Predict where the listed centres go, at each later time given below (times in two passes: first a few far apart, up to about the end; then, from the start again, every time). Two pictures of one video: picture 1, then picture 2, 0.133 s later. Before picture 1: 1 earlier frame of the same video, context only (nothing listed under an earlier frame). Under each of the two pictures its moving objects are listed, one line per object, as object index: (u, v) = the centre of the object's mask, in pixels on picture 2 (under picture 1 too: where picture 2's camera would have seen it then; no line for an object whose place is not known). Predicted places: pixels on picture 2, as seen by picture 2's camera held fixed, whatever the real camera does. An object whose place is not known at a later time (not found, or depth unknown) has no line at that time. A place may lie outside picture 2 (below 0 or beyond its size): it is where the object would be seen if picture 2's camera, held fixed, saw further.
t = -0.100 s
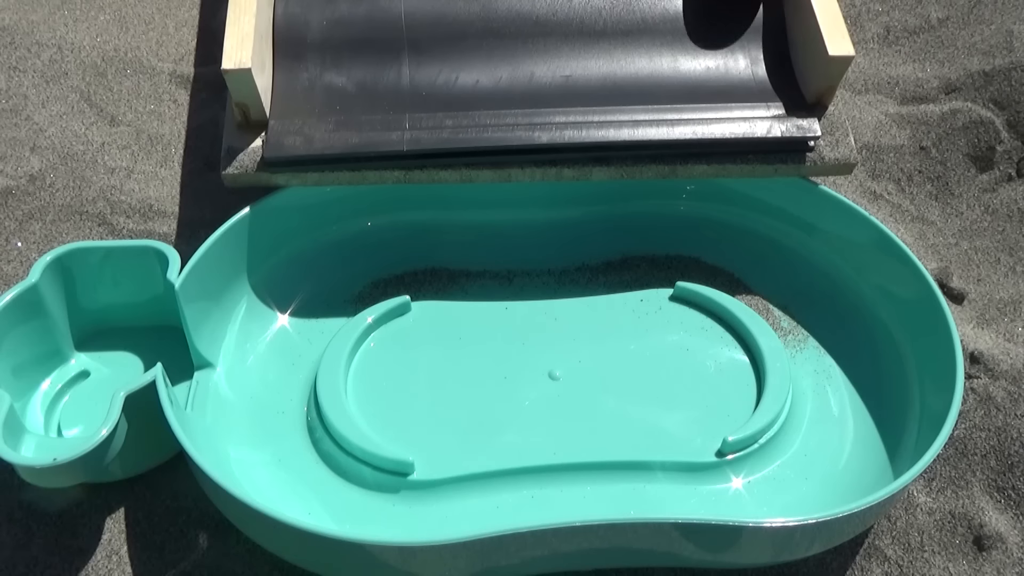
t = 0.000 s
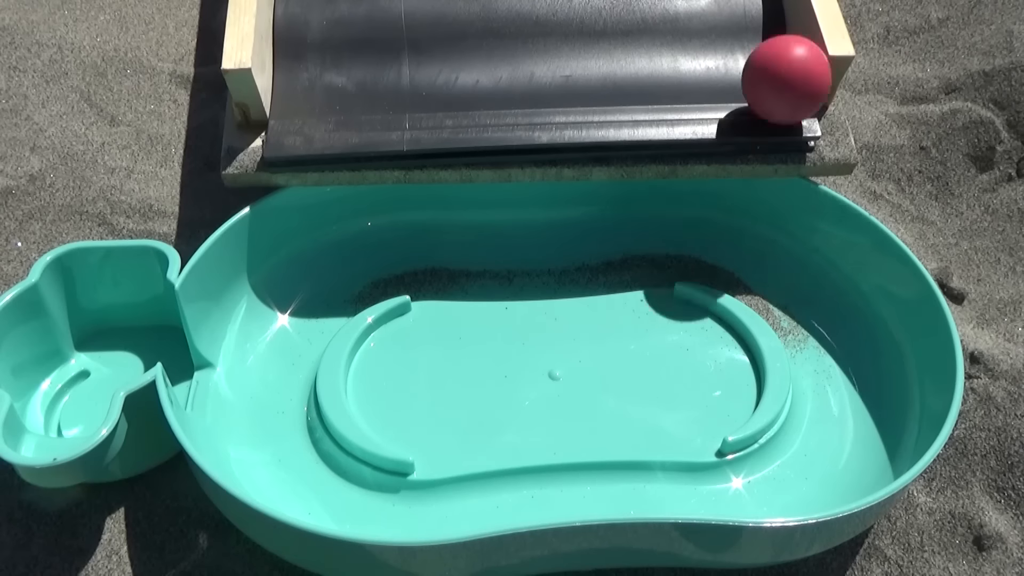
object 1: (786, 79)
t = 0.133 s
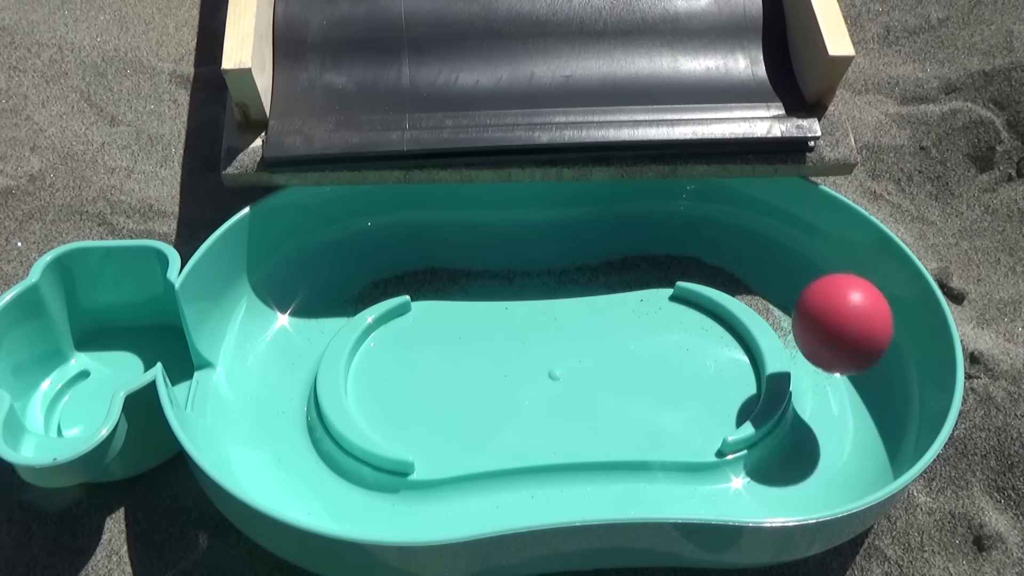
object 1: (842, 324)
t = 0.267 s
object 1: (823, 463)
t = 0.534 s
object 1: (620, 475)
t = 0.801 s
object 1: (516, 485)
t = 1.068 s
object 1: (485, 488)
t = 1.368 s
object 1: (512, 483)
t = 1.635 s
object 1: (572, 478)
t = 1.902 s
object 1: (684, 476)
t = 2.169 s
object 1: (820, 467)
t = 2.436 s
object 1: (852, 346)
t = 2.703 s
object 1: (714, 241)
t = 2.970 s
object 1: (577, 248)
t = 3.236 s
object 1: (487, 247)
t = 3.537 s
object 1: (442, 247)
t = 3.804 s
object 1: (439, 246)
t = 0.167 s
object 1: (841, 424)
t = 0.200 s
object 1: (863, 444)
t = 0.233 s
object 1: (847, 449)
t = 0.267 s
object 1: (823, 463)
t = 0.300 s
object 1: (791, 482)
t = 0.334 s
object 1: (756, 484)
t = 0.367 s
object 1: (728, 478)
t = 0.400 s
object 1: (706, 477)
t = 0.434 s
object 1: (683, 476)
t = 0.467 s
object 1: (660, 475)
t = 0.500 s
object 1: (639, 476)
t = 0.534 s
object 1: (620, 475)
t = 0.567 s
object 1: (602, 476)
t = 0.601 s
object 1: (585, 477)
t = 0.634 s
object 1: (569, 478)
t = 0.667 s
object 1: (555, 479)
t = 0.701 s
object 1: (543, 480)
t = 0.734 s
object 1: (533, 481)
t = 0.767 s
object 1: (524, 483)
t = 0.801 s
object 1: (516, 485)
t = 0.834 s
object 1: (508, 486)
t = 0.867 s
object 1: (502, 488)
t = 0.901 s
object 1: (497, 490)
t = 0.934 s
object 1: (492, 491)
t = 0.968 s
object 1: (488, 491)
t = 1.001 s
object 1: (486, 490)
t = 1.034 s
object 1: (485, 489)
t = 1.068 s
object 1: (485, 488)
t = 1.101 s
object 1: (486, 488)
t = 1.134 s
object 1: (488, 487)
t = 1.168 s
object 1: (490, 487)
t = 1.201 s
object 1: (493, 486)
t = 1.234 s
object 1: (497, 486)
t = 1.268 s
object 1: (502, 485)
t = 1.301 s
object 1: (505, 484)
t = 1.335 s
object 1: (508, 484)
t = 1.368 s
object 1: (512, 483)
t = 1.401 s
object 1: (516, 483)
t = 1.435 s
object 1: (523, 482)
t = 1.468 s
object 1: (529, 481)
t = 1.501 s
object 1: (536, 480)
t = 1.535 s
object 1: (543, 480)
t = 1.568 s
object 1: (552, 480)
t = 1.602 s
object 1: (562, 478)
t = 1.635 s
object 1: (572, 478)
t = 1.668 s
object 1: (584, 477)
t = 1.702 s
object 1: (596, 477)
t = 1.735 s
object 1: (609, 477)
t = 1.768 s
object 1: (623, 476)
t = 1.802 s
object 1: (637, 475)
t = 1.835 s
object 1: (652, 475)
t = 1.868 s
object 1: (668, 476)
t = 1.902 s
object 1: (684, 476)
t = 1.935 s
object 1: (701, 477)
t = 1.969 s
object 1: (718, 478)
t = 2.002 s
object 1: (735, 477)
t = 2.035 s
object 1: (752, 477)
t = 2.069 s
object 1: (769, 476)
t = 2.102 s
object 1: (787, 474)
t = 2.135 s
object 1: (804, 471)
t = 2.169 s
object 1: (820, 467)
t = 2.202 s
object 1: (833, 460)
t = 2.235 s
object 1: (842, 449)
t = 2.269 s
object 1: (847, 434)
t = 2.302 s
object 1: (851, 418)
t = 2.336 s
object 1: (854, 400)
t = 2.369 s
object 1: (856, 383)
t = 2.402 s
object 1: (856, 364)
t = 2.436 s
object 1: (852, 346)
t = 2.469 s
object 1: (841, 328)
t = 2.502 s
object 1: (827, 311)
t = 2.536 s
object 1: (812, 295)
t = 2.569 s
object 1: (795, 281)
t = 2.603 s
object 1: (777, 268)
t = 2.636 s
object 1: (757, 258)
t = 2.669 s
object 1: (736, 249)
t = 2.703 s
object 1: (714, 241)
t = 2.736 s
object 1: (693, 236)
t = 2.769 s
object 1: (673, 234)
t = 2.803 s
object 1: (655, 236)
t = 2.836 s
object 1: (638, 239)
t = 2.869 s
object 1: (621, 241)
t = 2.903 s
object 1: (606, 244)
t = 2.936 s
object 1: (591, 246)
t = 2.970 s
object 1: (577, 248)
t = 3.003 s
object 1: (564, 250)
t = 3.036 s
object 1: (551, 251)
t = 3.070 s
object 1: (539, 250)
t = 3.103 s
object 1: (528, 249)
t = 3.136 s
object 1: (516, 248)
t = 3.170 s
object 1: (506, 247)
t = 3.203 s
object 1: (496, 246)
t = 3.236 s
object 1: (487, 247)
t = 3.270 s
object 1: (479, 249)
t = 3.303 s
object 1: (472, 250)
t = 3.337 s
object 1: (465, 251)
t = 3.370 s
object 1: (459, 252)
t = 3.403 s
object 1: (454, 252)
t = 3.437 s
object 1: (450, 252)
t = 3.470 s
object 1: (447, 250)
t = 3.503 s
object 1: (444, 249)
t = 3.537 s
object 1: (442, 247)
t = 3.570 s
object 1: (440, 246)
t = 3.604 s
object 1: (439, 246)
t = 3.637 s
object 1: (439, 247)
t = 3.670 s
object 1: (439, 248)
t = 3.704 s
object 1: (439, 248)
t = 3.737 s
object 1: (439, 248)
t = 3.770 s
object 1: (439, 247)
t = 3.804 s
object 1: (439, 246)
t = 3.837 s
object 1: (439, 246)
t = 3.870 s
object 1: (439, 246)
